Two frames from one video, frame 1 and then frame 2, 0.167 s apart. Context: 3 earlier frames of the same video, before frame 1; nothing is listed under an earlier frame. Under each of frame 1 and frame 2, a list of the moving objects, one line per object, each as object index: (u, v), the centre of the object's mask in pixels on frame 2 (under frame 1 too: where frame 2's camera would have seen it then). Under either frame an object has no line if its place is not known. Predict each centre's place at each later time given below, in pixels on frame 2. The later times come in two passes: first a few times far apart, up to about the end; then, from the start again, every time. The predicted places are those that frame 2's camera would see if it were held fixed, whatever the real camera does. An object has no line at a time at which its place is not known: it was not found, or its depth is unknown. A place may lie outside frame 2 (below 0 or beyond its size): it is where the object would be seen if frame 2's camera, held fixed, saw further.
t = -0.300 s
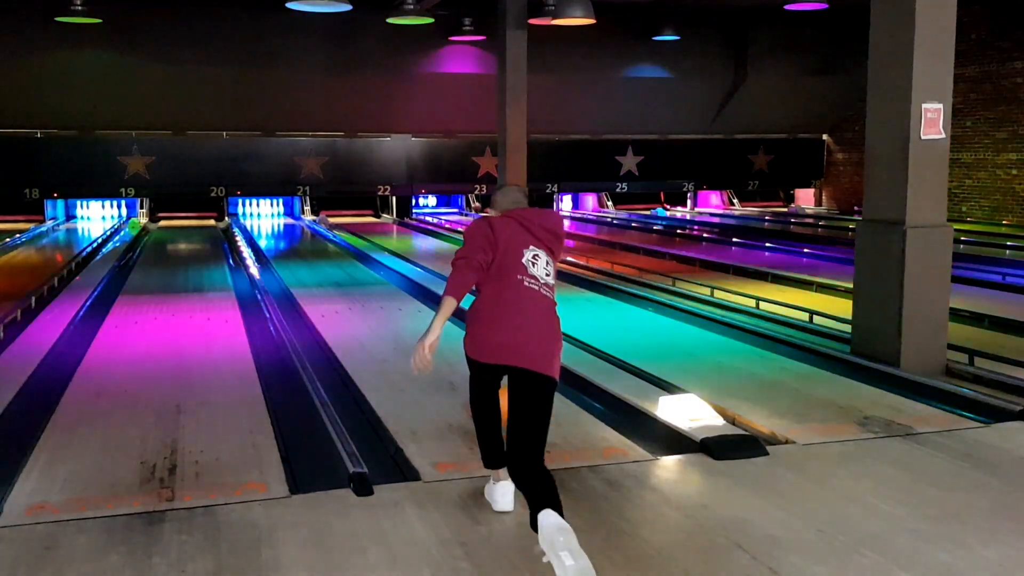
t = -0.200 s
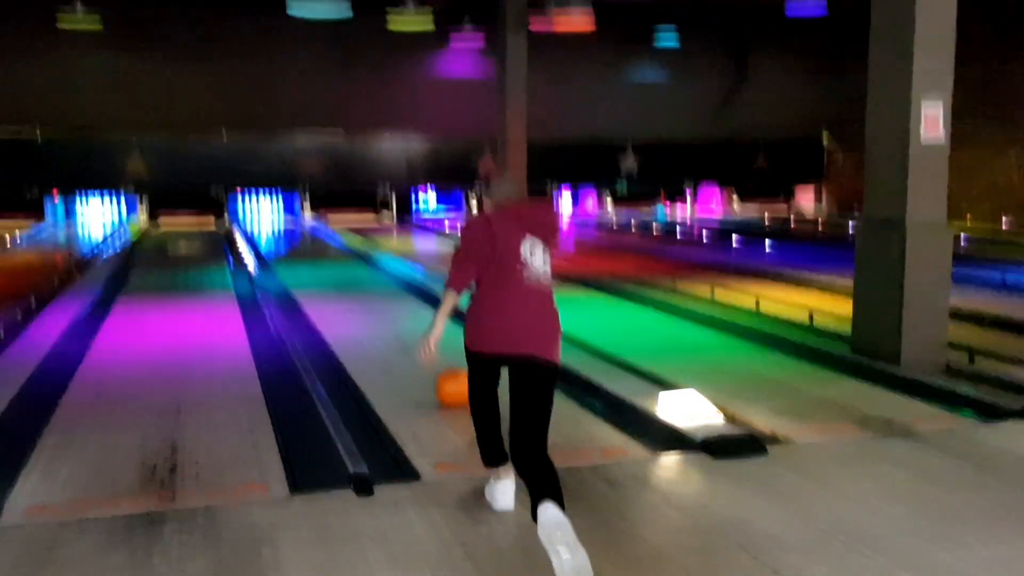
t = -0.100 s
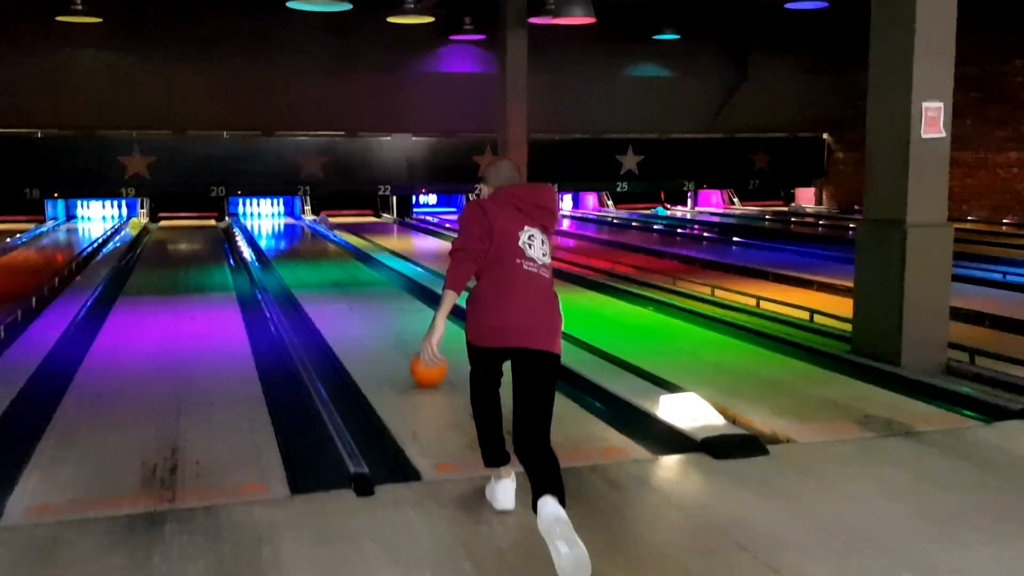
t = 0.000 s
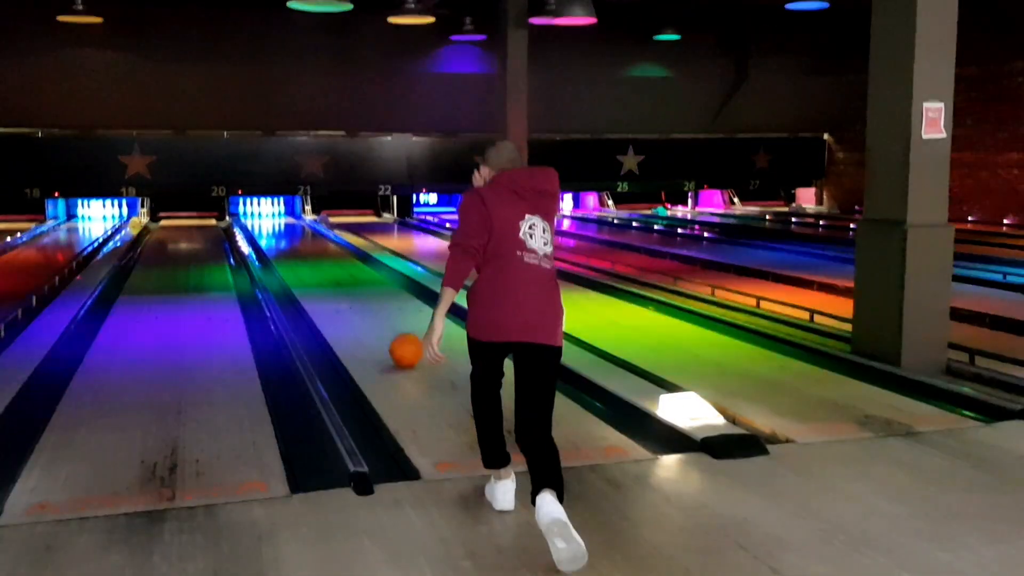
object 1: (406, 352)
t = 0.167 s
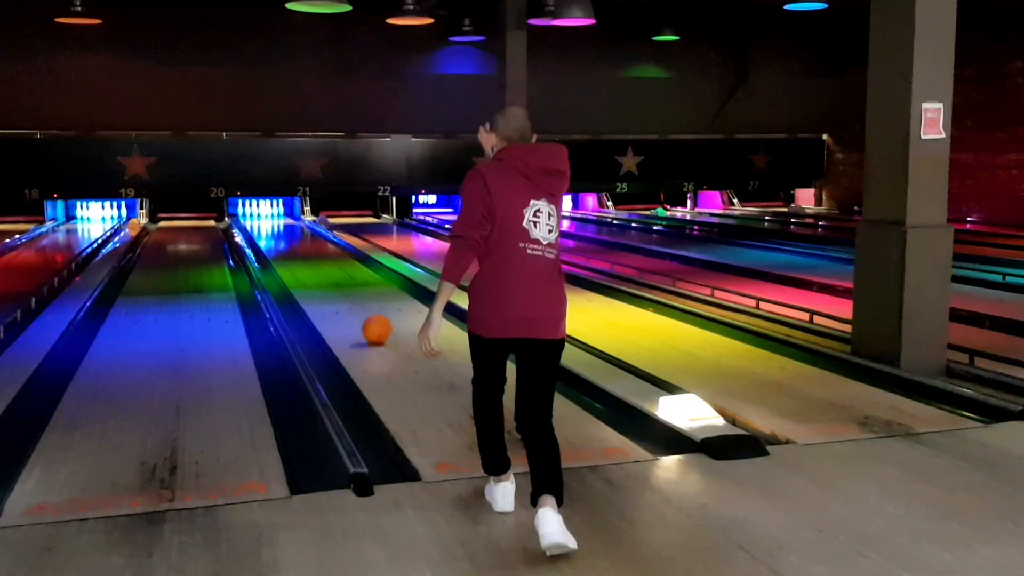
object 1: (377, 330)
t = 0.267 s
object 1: (363, 319)
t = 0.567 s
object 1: (332, 295)
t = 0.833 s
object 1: (312, 280)
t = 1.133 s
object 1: (296, 267)
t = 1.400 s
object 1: (286, 258)
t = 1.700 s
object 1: (277, 250)
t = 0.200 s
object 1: (372, 326)
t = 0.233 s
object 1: (368, 322)
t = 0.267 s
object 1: (363, 319)
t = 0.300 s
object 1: (359, 316)
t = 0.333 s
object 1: (355, 313)
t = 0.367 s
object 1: (351, 309)
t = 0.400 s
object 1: (347, 307)
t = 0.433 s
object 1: (343, 304)
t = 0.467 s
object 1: (341, 302)
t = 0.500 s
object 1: (337, 299)
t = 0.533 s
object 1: (334, 296)
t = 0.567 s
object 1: (332, 295)
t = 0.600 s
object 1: (329, 294)
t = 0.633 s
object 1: (327, 291)
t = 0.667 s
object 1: (323, 289)
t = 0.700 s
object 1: (320, 287)
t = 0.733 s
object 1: (317, 286)
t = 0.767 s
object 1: (316, 284)
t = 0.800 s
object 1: (314, 282)
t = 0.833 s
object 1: (312, 280)
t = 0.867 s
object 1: (309, 279)
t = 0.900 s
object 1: (307, 277)
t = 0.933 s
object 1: (306, 275)
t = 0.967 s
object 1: (304, 273)
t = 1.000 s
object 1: (302, 272)
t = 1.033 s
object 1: (301, 271)
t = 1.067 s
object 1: (299, 269)
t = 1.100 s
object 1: (298, 268)
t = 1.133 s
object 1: (296, 267)
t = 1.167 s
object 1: (295, 265)
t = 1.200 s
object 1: (293, 264)
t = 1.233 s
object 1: (292, 263)
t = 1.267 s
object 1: (291, 262)
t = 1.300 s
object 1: (290, 261)
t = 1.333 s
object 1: (289, 260)
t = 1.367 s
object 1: (287, 259)
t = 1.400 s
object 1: (286, 258)
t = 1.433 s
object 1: (285, 257)
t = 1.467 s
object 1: (284, 256)
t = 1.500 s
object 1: (283, 255)
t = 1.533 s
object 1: (282, 254)
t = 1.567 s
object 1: (281, 253)
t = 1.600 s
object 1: (280, 252)
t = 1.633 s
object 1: (279, 251)
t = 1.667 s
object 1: (278, 251)
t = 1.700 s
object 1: (277, 250)
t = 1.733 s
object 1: (277, 249)
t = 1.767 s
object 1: (275, 249)
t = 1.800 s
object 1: (274, 248)
